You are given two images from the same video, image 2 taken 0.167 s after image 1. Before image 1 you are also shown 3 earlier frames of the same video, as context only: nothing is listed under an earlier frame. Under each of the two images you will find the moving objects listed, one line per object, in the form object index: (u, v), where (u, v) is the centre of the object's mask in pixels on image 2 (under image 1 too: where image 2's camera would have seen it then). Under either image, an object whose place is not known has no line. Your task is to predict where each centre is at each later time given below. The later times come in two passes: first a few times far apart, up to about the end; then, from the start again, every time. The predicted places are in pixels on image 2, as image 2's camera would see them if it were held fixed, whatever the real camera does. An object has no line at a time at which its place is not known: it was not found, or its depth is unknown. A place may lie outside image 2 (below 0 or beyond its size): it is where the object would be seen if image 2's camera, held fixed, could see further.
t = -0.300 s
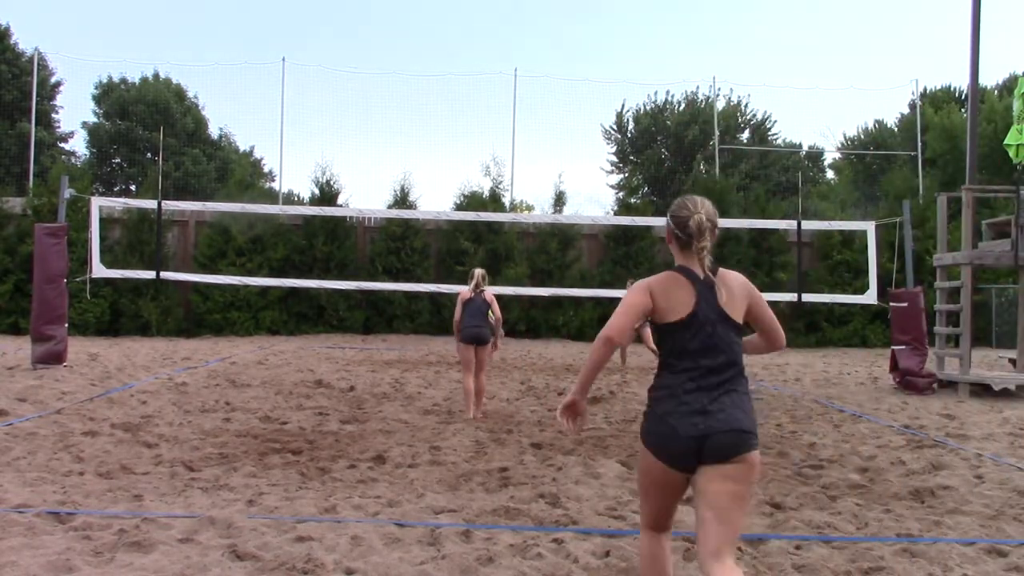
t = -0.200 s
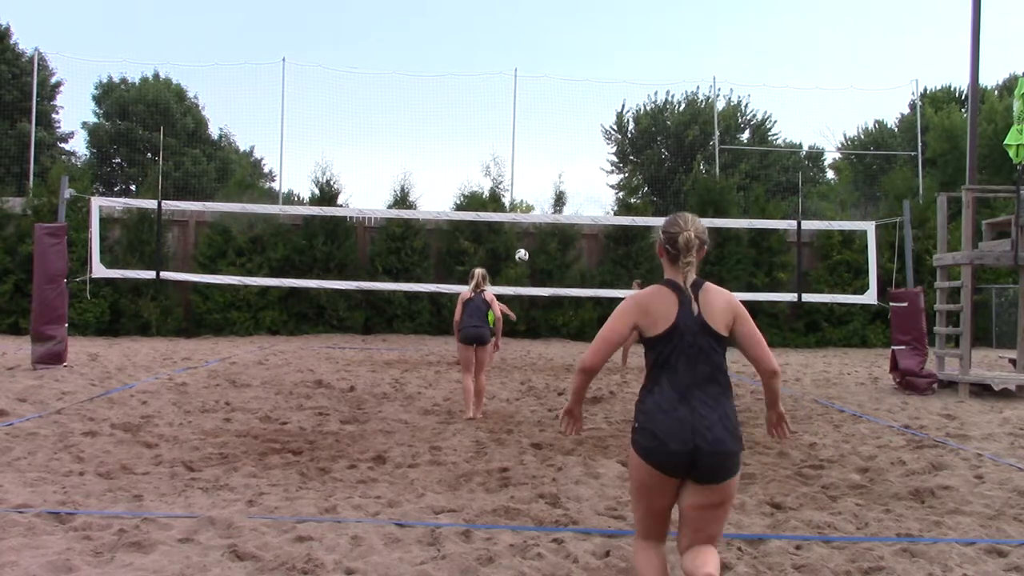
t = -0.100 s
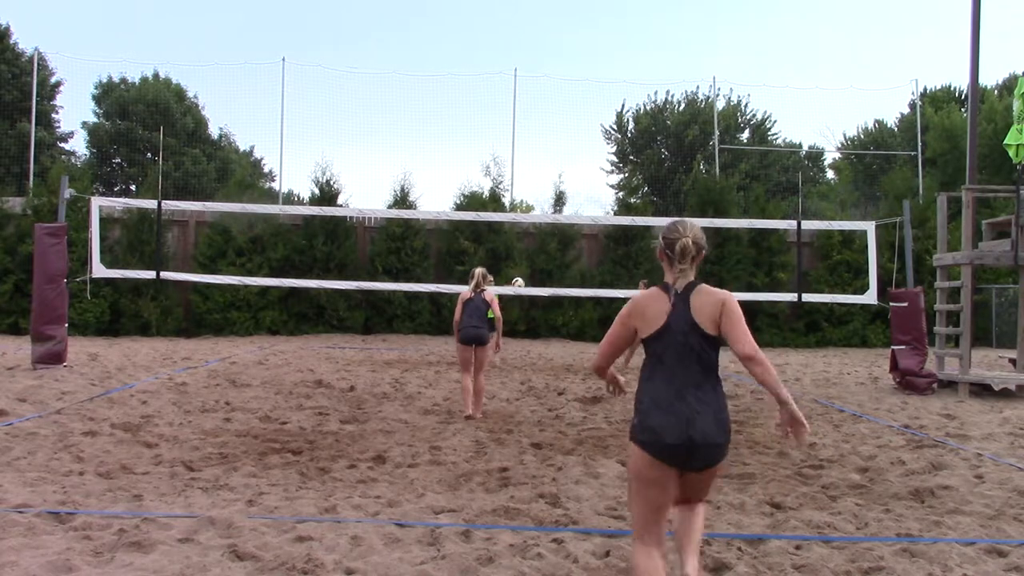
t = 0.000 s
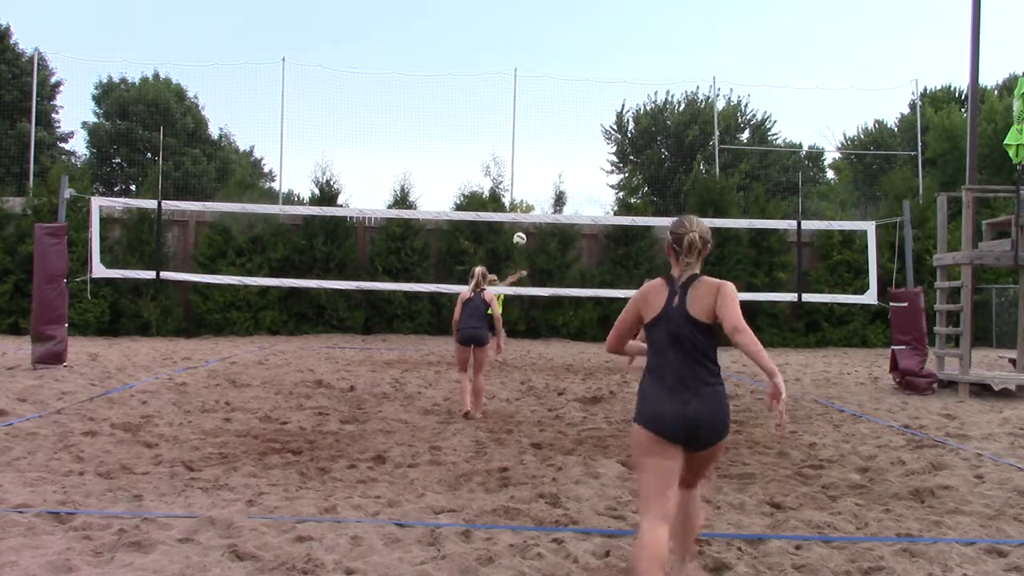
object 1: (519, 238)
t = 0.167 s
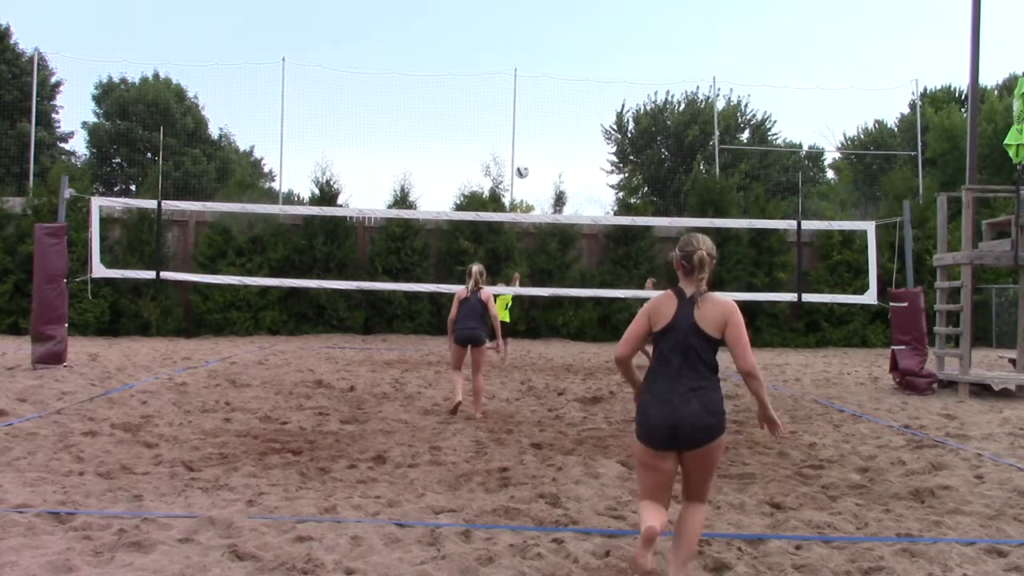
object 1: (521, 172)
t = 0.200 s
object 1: (522, 159)
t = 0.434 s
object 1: (523, 86)
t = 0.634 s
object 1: (522, 46)
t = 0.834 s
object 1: (519, 32)
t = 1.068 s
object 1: (516, 65)
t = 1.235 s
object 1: (511, 135)
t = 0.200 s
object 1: (522, 159)
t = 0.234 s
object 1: (522, 148)
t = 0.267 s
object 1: (522, 136)
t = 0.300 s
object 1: (522, 125)
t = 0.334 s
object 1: (522, 115)
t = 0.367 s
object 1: (523, 105)
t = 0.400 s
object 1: (523, 96)
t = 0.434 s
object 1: (523, 86)
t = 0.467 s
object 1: (523, 78)
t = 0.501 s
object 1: (522, 71)
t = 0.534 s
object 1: (522, 64)
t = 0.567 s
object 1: (522, 57)
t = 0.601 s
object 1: (522, 50)
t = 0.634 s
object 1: (522, 46)
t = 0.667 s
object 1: (522, 42)
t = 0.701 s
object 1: (521, 37)
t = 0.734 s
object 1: (521, 34)
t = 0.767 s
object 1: (520, 33)
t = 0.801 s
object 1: (519, 32)
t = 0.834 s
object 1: (519, 32)
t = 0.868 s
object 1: (519, 34)
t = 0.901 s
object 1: (519, 36)
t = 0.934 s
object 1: (518, 39)
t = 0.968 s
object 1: (517, 44)
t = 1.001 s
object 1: (517, 50)
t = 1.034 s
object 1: (516, 57)
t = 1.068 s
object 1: (516, 65)
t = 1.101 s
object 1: (516, 75)
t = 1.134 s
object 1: (515, 88)
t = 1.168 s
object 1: (514, 102)
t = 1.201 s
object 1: (513, 117)
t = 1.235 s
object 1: (511, 135)
